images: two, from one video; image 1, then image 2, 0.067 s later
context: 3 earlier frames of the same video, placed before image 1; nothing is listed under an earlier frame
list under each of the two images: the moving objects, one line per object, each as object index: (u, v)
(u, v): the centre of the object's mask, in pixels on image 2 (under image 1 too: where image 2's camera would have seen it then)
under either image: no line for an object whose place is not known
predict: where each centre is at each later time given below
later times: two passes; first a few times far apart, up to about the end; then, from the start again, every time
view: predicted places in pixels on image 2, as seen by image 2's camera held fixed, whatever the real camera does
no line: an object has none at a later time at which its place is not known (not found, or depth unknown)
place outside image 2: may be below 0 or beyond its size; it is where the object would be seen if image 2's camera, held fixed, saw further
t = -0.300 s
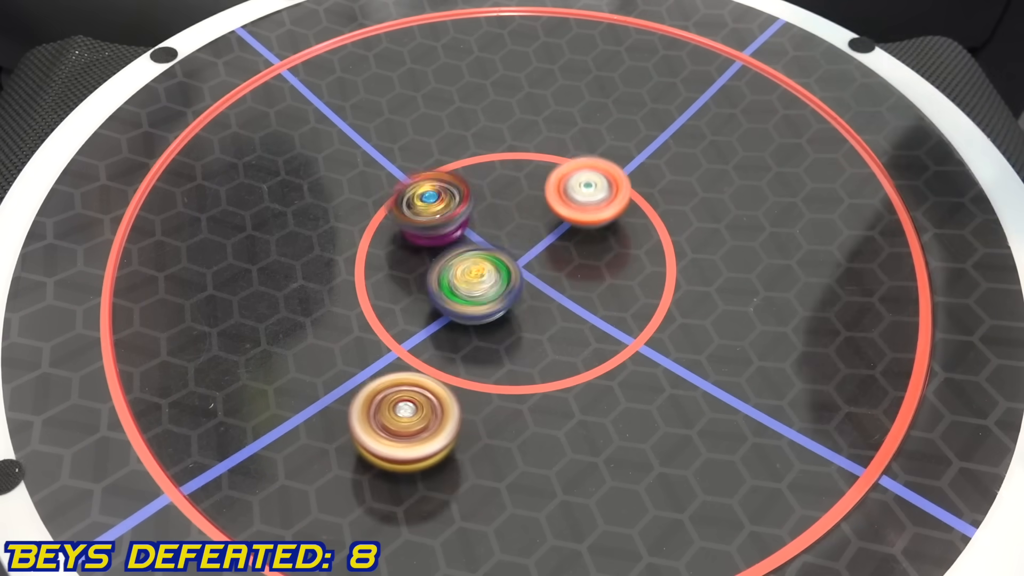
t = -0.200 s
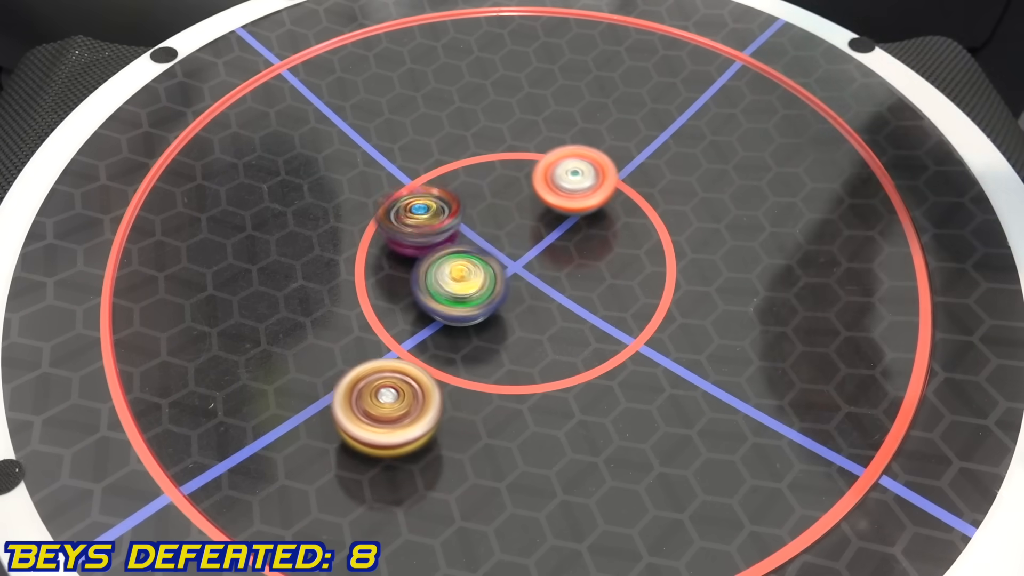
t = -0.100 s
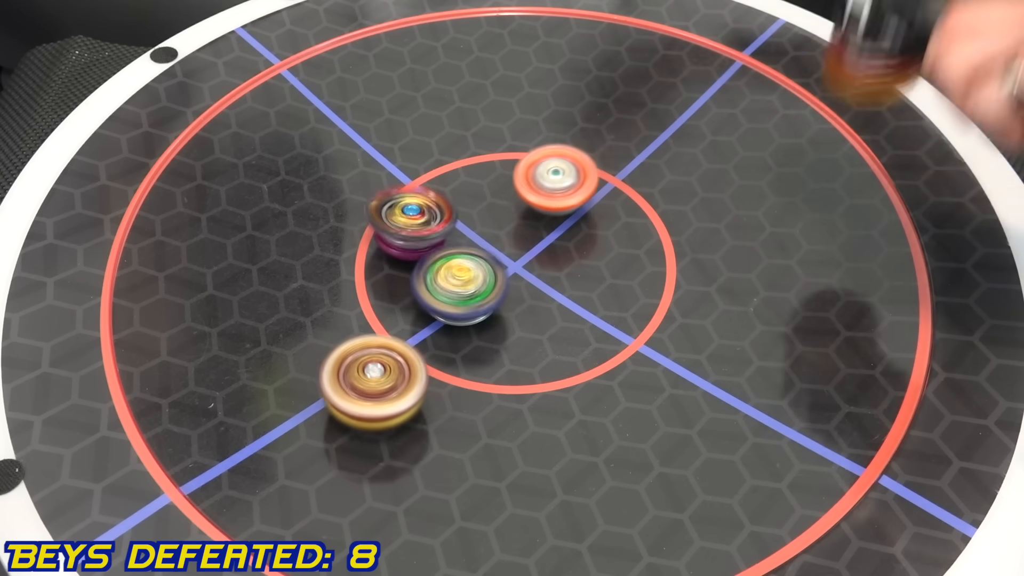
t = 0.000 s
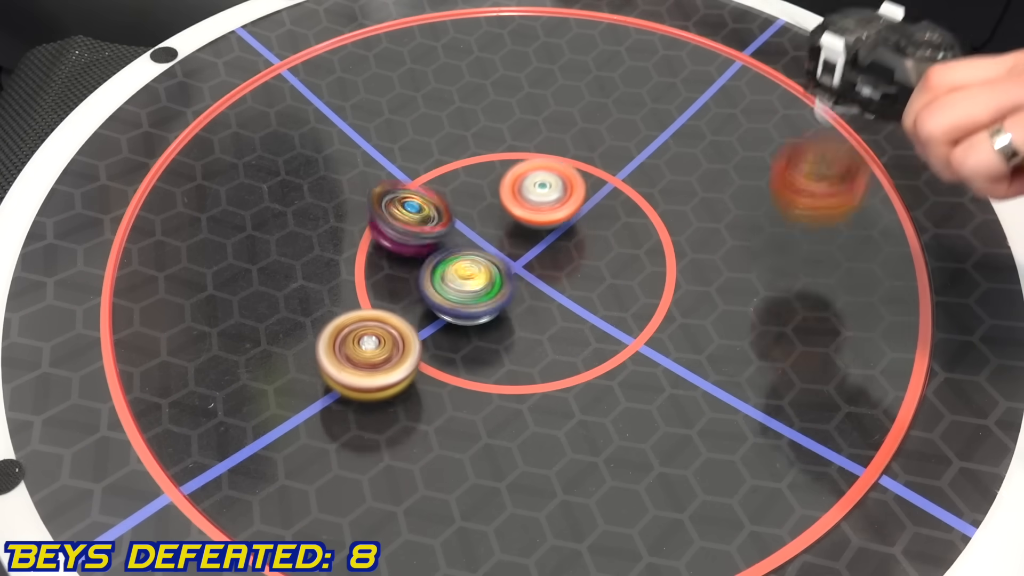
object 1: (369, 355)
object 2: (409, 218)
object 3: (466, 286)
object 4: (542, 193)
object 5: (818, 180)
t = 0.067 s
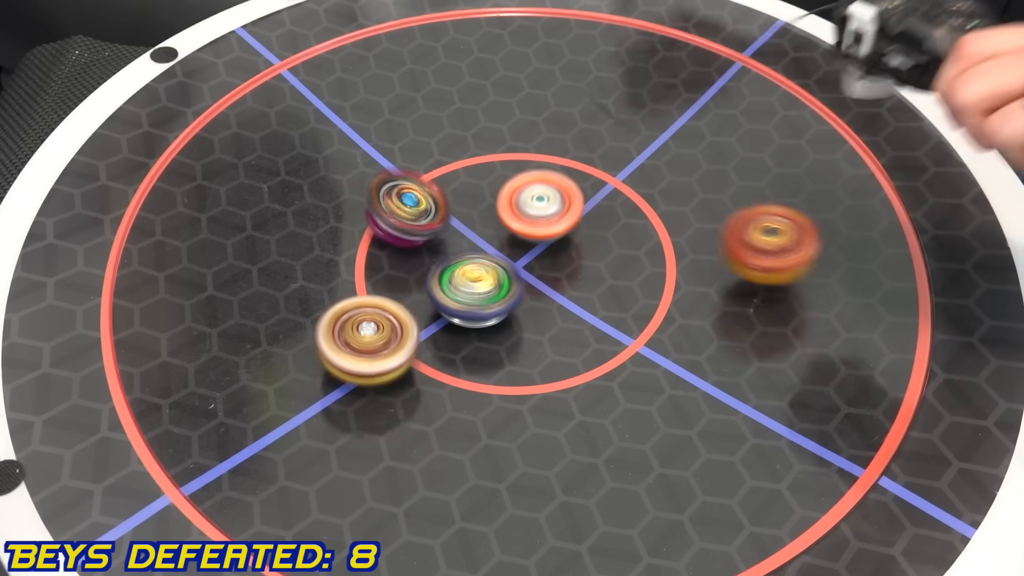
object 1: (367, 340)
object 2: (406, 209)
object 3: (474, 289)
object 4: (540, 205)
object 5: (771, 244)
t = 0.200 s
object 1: (367, 305)
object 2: (414, 185)
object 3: (488, 289)
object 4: (543, 224)
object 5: (630, 278)
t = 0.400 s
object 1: (276, 235)
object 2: (455, 159)
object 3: (472, 242)
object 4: (585, 210)
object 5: (592, 431)
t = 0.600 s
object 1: (208, 219)
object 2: (508, 143)
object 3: (479, 238)
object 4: (601, 192)
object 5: (674, 548)
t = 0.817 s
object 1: (193, 214)
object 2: (555, 113)
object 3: (489, 232)
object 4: (597, 207)
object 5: (742, 507)
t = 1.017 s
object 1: (238, 204)
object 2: (588, 66)
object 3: (503, 226)
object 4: (616, 245)
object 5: (674, 418)
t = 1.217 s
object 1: (308, 170)
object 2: (589, 60)
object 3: (518, 219)
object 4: (655, 256)
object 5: (537, 360)
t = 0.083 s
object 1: (367, 336)
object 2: (405, 205)
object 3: (476, 289)
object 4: (539, 208)
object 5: (757, 242)
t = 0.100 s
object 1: (367, 331)
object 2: (406, 203)
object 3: (477, 289)
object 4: (539, 211)
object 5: (740, 243)
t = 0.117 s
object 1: (367, 327)
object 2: (406, 199)
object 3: (479, 289)
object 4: (538, 214)
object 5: (723, 247)
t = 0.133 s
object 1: (367, 323)
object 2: (408, 197)
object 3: (482, 288)
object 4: (538, 217)
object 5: (706, 255)
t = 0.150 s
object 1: (367, 319)
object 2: (408, 194)
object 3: (484, 288)
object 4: (538, 219)
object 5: (687, 264)
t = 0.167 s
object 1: (367, 314)
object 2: (410, 191)
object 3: (485, 287)
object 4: (538, 222)
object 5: (669, 273)
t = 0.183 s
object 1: (367, 310)
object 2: (411, 188)
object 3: (487, 288)
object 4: (540, 224)
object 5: (650, 274)
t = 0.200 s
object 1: (367, 305)
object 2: (414, 185)
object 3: (488, 289)
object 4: (543, 224)
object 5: (630, 278)
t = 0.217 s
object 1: (367, 300)
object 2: (416, 184)
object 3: (489, 289)
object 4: (546, 224)
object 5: (612, 284)
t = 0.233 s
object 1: (367, 295)
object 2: (420, 182)
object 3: (490, 289)
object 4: (549, 224)
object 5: (593, 295)
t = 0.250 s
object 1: (368, 289)
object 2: (422, 180)
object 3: (488, 288)
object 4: (552, 224)
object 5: (582, 304)
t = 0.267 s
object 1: (370, 284)
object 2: (425, 178)
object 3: (470, 278)
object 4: (555, 223)
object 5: (585, 318)
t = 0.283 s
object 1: (366, 277)
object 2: (427, 176)
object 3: (463, 273)
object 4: (558, 223)
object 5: (588, 332)
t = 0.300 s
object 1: (351, 270)
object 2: (432, 175)
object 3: (464, 263)
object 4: (560, 222)
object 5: (590, 346)
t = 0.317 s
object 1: (334, 263)
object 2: (436, 174)
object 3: (468, 256)
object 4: (562, 221)
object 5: (591, 360)
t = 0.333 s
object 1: (319, 257)
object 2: (440, 173)
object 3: (472, 251)
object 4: (564, 220)
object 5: (590, 374)
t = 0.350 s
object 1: (307, 251)
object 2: (443, 173)
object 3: (475, 244)
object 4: (565, 219)
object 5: (592, 386)
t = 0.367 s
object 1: (296, 245)
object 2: (447, 170)
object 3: (474, 242)
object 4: (572, 216)
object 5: (592, 400)
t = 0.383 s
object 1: (286, 240)
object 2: (451, 164)
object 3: (473, 243)
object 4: (579, 213)
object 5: (592, 414)
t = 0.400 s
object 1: (276, 235)
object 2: (455, 159)
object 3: (472, 242)
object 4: (585, 210)
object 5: (592, 431)
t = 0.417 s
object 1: (267, 231)
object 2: (459, 157)
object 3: (473, 243)
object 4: (590, 207)
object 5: (592, 444)
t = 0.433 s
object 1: (260, 228)
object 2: (464, 154)
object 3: (474, 241)
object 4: (594, 205)
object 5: (593, 459)
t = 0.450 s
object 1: (253, 225)
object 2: (469, 153)
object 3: (475, 240)
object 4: (597, 204)
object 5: (595, 475)
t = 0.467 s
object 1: (247, 223)
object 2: (473, 152)
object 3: (476, 239)
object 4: (600, 202)
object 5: (598, 491)
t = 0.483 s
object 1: (241, 221)
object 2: (478, 151)
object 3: (477, 240)
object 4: (601, 201)
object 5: (603, 507)
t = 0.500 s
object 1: (235, 220)
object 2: (482, 149)
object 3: (479, 239)
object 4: (602, 200)
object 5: (610, 521)
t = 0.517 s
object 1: (230, 219)
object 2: (487, 148)
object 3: (478, 239)
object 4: (603, 198)
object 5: (619, 530)
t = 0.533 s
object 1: (225, 219)
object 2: (491, 146)
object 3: (478, 239)
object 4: (603, 197)
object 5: (629, 538)
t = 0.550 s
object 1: (221, 219)
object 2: (495, 145)
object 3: (479, 239)
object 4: (603, 196)
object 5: (640, 544)
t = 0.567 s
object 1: (216, 218)
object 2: (500, 144)
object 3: (479, 239)
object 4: (602, 195)
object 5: (653, 550)
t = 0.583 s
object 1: (212, 219)
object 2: (503, 143)
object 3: (479, 238)
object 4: (601, 194)
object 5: (666, 552)
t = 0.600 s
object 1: (208, 219)
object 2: (508, 143)
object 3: (479, 238)
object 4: (601, 192)
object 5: (674, 548)
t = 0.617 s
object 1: (204, 219)
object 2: (511, 141)
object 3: (480, 237)
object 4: (600, 191)
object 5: (682, 545)
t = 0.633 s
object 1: (201, 218)
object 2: (516, 140)
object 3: (480, 237)
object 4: (599, 190)
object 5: (689, 543)
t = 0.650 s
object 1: (198, 218)
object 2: (521, 140)
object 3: (481, 236)
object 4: (597, 188)
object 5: (697, 540)
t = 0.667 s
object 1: (195, 218)
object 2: (524, 140)
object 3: (482, 236)
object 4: (596, 187)
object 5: (706, 538)
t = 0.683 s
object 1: (193, 219)
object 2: (529, 140)
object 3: (482, 236)
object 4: (595, 185)
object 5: (713, 536)
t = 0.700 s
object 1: (191, 218)
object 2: (532, 140)
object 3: (483, 235)
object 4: (594, 184)
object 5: (720, 535)
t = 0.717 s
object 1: (190, 217)
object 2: (534, 139)
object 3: (484, 235)
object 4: (592, 183)
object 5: (727, 533)
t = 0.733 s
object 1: (189, 217)
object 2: (538, 138)
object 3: (484, 234)
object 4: (591, 182)
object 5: (732, 531)
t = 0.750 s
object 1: (189, 216)
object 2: (544, 132)
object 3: (484, 234)
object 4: (593, 185)
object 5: (737, 528)
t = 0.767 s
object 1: (189, 216)
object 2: (548, 125)
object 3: (486, 234)
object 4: (594, 192)
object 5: (740, 524)
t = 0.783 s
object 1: (190, 215)
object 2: (552, 119)
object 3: (487, 233)
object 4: (596, 197)
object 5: (741, 520)
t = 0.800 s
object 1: (191, 215)
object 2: (553, 116)
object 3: (488, 233)
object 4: (597, 201)
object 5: (743, 514)
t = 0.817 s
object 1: (193, 214)
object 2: (555, 113)
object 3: (489, 232)
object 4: (597, 207)
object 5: (742, 507)
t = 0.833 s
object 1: (195, 214)
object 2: (560, 106)
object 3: (490, 232)
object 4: (598, 211)
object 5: (742, 501)
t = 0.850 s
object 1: (197, 214)
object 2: (564, 101)
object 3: (491, 231)
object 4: (598, 215)
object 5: (740, 494)
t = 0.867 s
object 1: (200, 214)
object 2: (568, 96)
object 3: (492, 230)
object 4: (599, 219)
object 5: (738, 486)
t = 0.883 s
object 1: (203, 213)
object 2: (572, 92)
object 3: (493, 230)
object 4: (599, 223)
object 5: (733, 479)
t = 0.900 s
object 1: (207, 212)
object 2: (576, 87)
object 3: (494, 230)
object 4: (600, 226)
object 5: (729, 471)
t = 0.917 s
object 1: (210, 212)
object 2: (579, 83)
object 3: (495, 229)
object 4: (602, 229)
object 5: (723, 464)
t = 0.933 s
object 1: (214, 211)
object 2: (582, 80)
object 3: (496, 229)
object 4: (604, 232)
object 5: (717, 456)
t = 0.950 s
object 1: (218, 210)
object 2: (585, 77)
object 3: (497, 228)
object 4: (606, 235)
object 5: (709, 449)
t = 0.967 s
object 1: (222, 209)
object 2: (587, 74)
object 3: (499, 227)
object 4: (608, 238)
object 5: (701, 441)
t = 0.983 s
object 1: (227, 207)
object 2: (588, 72)
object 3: (500, 227)
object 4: (611, 240)
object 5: (693, 433)
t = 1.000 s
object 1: (232, 206)
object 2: (589, 68)
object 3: (501, 226)
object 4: (613, 243)
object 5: (683, 426)
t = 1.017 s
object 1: (238, 204)
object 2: (588, 66)
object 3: (503, 226)
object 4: (616, 245)
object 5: (674, 418)
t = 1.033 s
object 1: (243, 201)
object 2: (589, 65)
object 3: (504, 226)
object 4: (619, 247)
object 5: (664, 411)
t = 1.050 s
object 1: (249, 199)
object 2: (589, 63)
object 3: (505, 225)
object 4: (622, 249)
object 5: (654, 406)
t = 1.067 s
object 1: (254, 196)
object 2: (589, 62)
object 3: (506, 224)
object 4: (626, 250)
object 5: (645, 401)
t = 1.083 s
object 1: (259, 194)
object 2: (589, 60)
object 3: (508, 224)
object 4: (629, 251)
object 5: (632, 393)
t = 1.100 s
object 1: (264, 191)
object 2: (590, 59)
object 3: (509, 223)
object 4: (633, 252)
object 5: (620, 388)
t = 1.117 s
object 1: (269, 188)
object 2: (589, 58)
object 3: (510, 223)
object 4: (636, 254)
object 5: (609, 383)
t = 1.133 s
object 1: (275, 186)
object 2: (589, 58)
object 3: (512, 222)
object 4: (639, 255)
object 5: (597, 378)
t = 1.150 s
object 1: (280, 182)
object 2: (589, 58)
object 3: (513, 221)
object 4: (642, 255)
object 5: (584, 373)
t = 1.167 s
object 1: (285, 179)
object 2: (589, 59)
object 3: (513, 221)
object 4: (646, 256)
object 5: (572, 369)
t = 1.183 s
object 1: (292, 176)
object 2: (590, 59)
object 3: (515, 220)
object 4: (649, 256)
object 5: (559, 366)
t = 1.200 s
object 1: (300, 173)
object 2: (590, 60)
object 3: (517, 219)
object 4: (652, 256)
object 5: (547, 363)
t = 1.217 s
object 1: (308, 170)
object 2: (589, 60)
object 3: (518, 219)
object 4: (655, 256)
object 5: (537, 360)
